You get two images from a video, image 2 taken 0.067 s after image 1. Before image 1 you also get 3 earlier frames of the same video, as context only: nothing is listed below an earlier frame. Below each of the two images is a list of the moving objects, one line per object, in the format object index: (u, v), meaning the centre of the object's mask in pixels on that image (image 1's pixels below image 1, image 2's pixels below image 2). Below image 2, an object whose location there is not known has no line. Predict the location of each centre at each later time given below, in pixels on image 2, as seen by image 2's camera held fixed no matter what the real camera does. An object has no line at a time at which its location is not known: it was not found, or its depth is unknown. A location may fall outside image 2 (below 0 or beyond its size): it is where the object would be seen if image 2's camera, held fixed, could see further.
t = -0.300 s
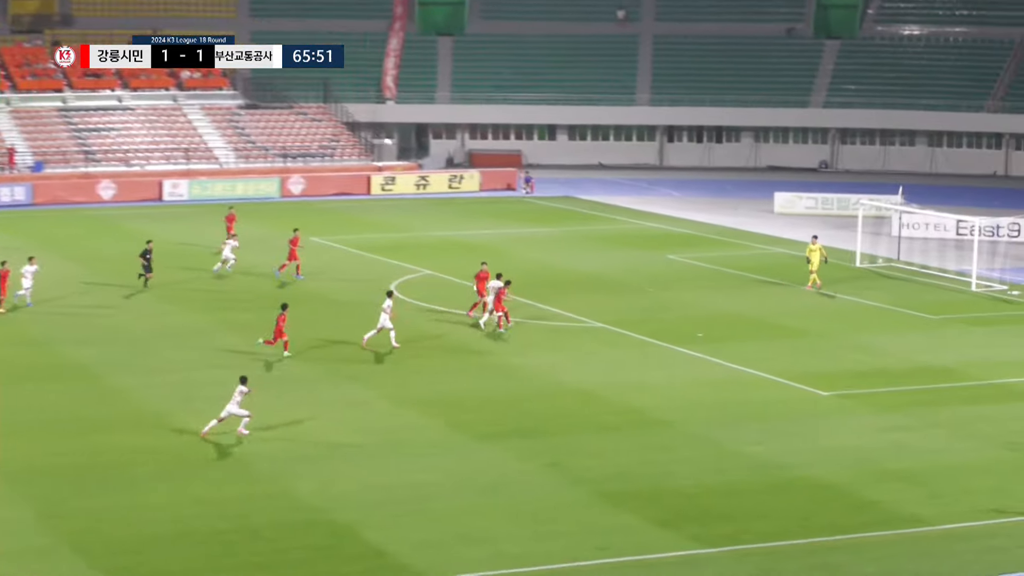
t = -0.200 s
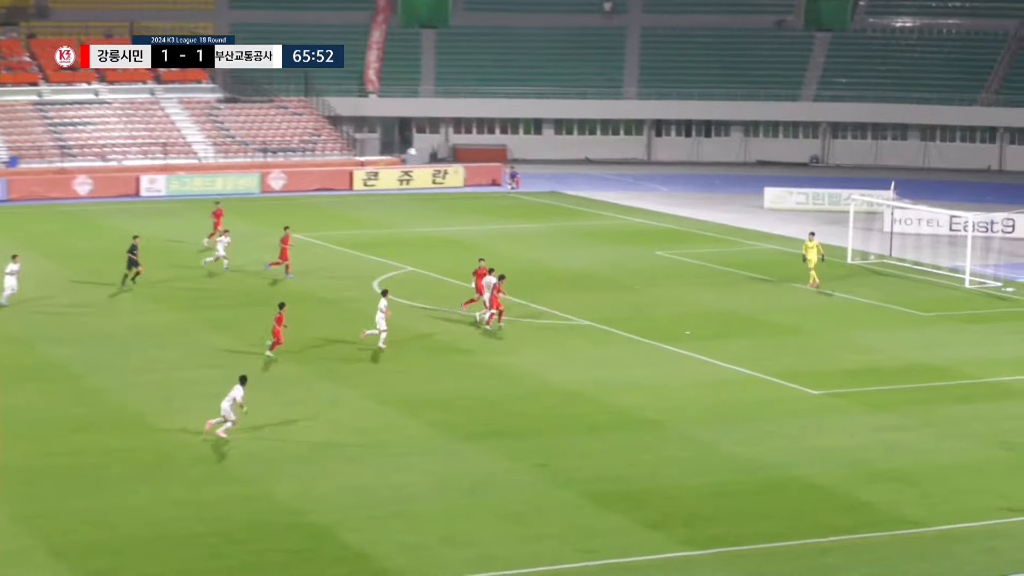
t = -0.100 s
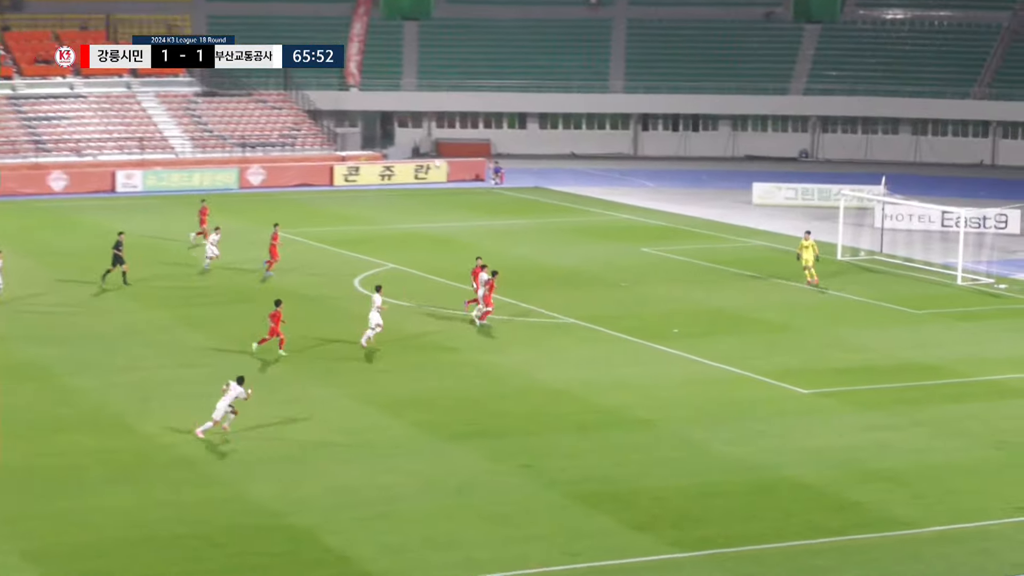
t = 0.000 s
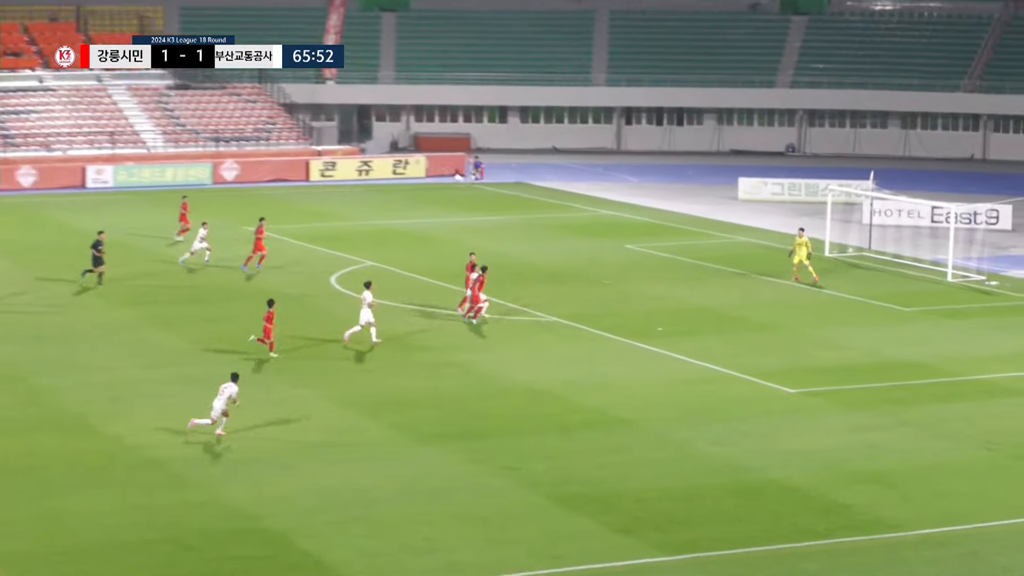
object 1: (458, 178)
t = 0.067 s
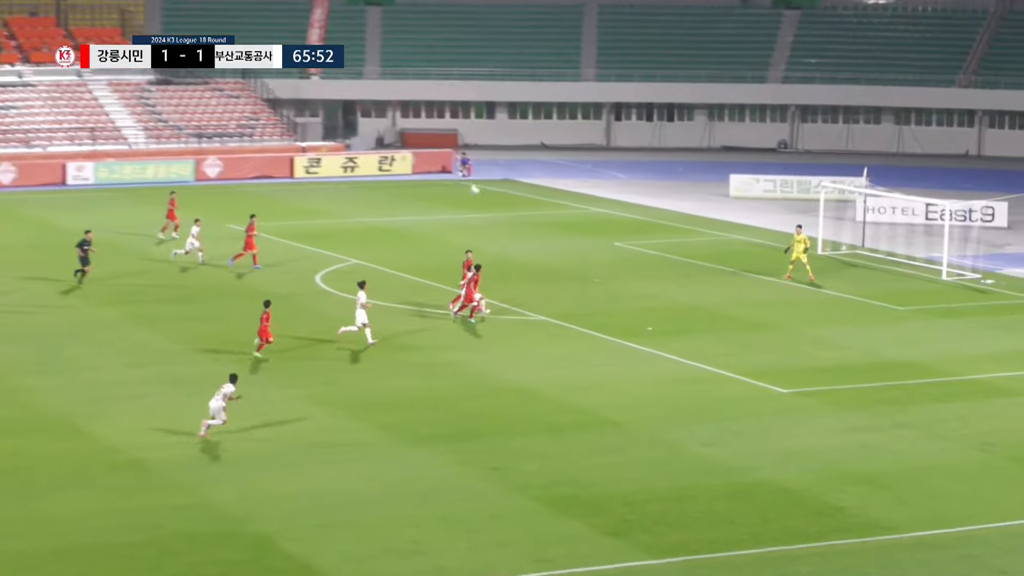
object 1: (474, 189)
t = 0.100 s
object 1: (487, 197)
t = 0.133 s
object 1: (500, 204)
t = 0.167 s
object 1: (513, 212)
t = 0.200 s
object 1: (527, 220)
